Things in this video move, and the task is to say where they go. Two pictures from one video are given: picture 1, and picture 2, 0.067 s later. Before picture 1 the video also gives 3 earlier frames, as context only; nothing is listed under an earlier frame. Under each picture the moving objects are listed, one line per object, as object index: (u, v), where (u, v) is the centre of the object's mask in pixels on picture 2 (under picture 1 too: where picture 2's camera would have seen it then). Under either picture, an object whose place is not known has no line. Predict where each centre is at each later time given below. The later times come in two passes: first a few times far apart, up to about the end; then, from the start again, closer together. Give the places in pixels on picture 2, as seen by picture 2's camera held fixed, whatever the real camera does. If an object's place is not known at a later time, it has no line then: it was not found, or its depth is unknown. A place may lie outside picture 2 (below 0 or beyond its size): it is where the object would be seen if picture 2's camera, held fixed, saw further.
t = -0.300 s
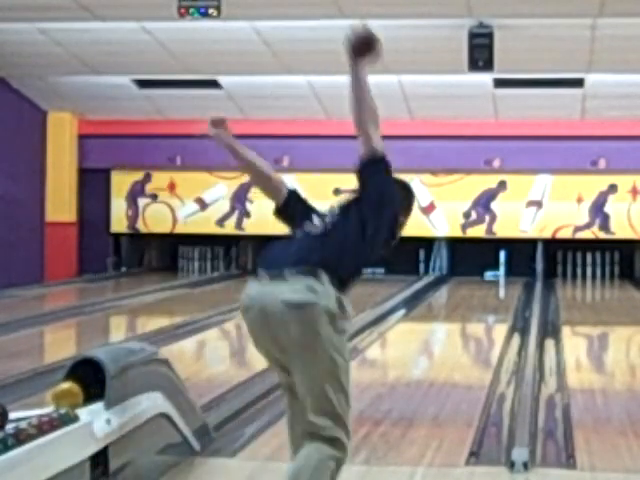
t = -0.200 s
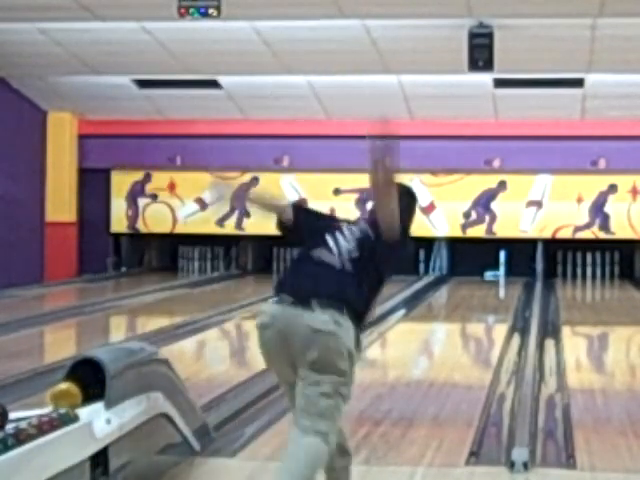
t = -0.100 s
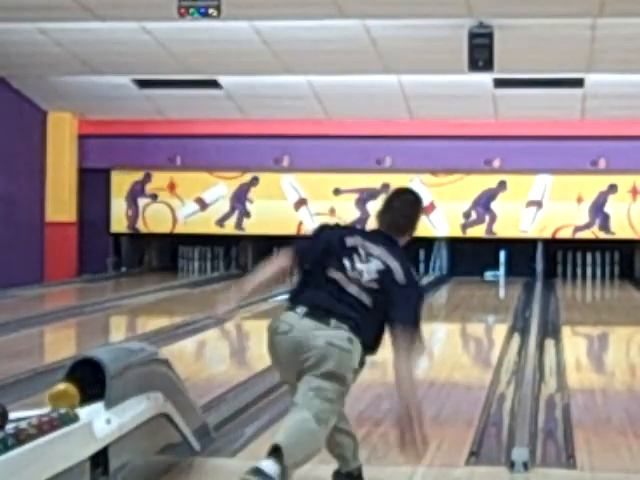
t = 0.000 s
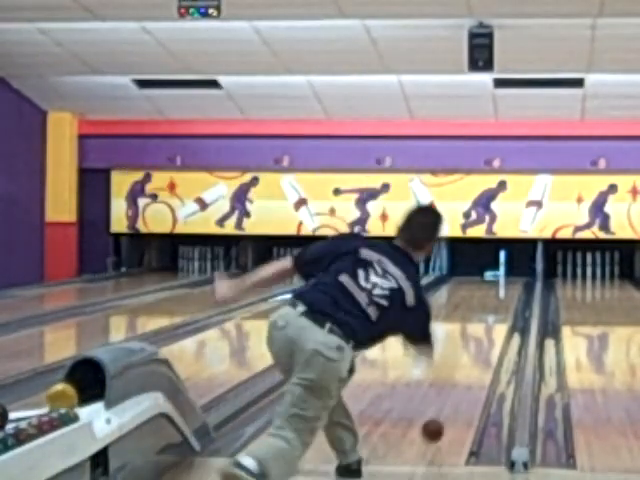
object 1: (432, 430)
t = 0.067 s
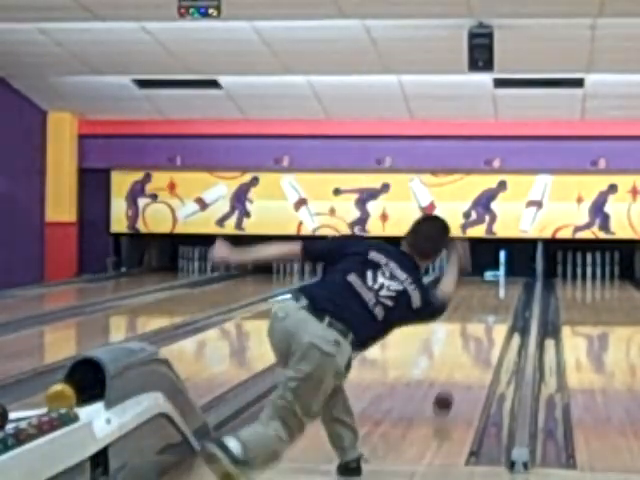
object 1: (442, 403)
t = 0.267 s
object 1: (463, 353)
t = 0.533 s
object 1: (477, 317)
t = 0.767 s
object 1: (485, 296)
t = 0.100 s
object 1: (447, 390)
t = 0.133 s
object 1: (451, 381)
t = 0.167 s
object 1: (454, 374)
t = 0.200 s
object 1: (458, 368)
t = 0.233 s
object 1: (461, 359)
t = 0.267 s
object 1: (463, 353)
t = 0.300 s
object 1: (465, 348)
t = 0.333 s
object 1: (467, 341)
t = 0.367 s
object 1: (469, 337)
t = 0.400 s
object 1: (471, 332)
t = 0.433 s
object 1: (473, 328)
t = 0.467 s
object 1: (475, 323)
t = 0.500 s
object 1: (476, 319)
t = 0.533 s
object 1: (477, 317)
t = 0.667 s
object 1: (482, 303)
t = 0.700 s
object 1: (483, 301)
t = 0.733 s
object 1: (484, 298)
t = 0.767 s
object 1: (485, 296)
